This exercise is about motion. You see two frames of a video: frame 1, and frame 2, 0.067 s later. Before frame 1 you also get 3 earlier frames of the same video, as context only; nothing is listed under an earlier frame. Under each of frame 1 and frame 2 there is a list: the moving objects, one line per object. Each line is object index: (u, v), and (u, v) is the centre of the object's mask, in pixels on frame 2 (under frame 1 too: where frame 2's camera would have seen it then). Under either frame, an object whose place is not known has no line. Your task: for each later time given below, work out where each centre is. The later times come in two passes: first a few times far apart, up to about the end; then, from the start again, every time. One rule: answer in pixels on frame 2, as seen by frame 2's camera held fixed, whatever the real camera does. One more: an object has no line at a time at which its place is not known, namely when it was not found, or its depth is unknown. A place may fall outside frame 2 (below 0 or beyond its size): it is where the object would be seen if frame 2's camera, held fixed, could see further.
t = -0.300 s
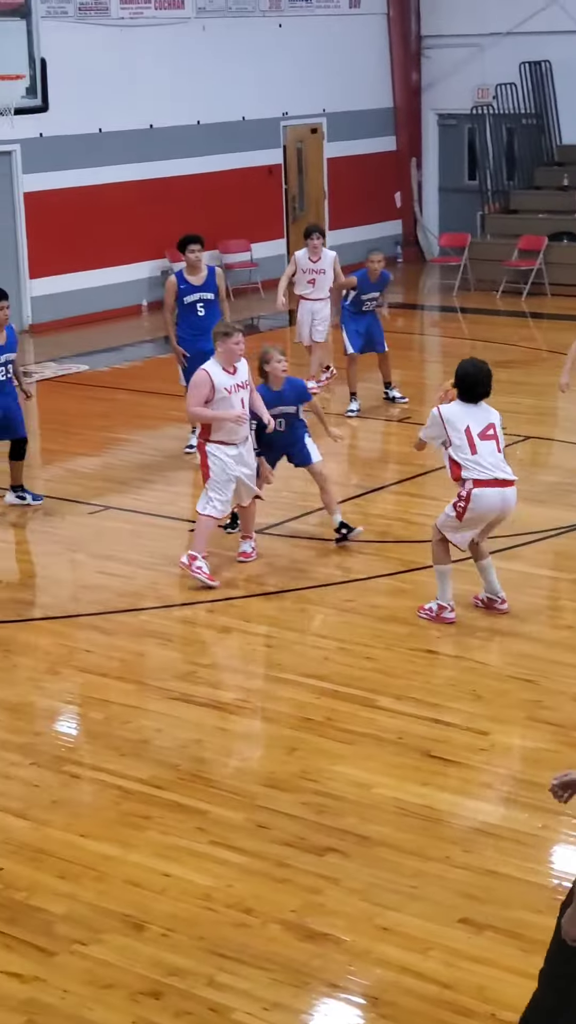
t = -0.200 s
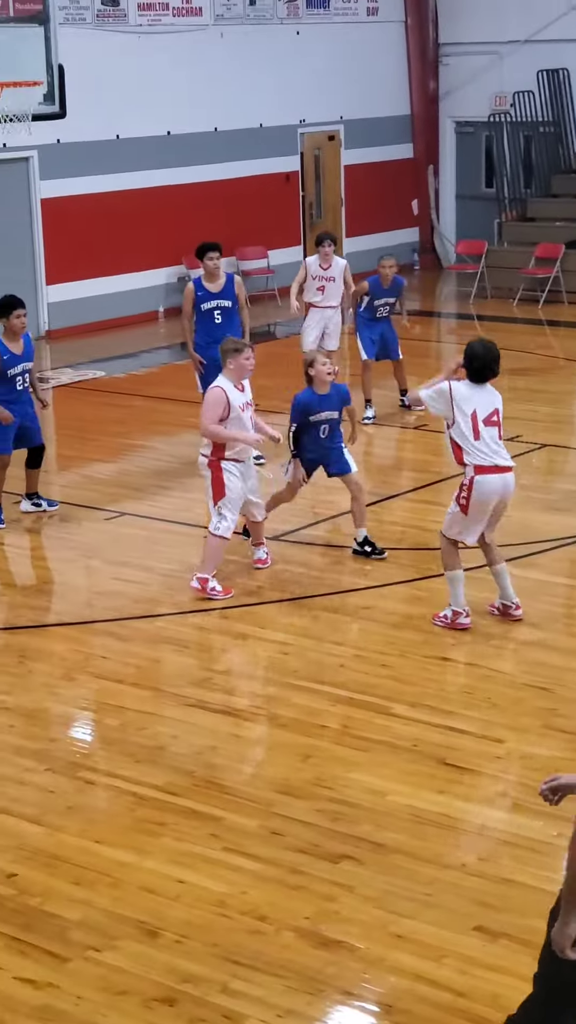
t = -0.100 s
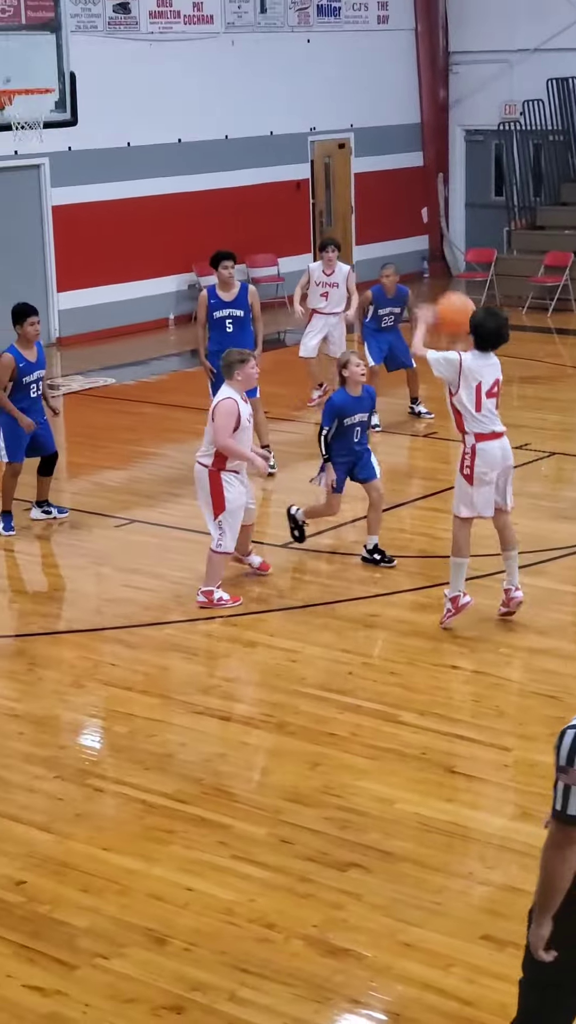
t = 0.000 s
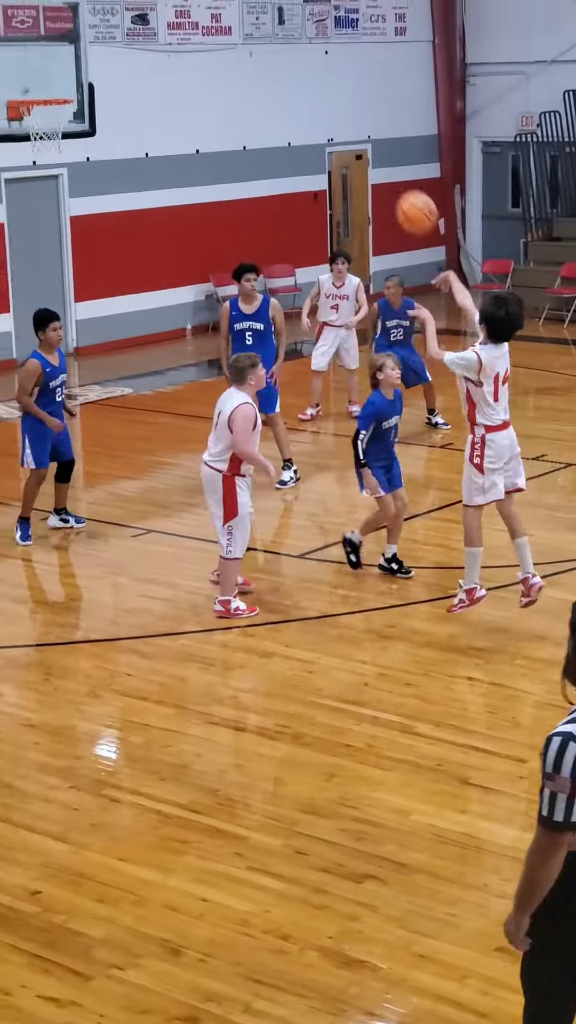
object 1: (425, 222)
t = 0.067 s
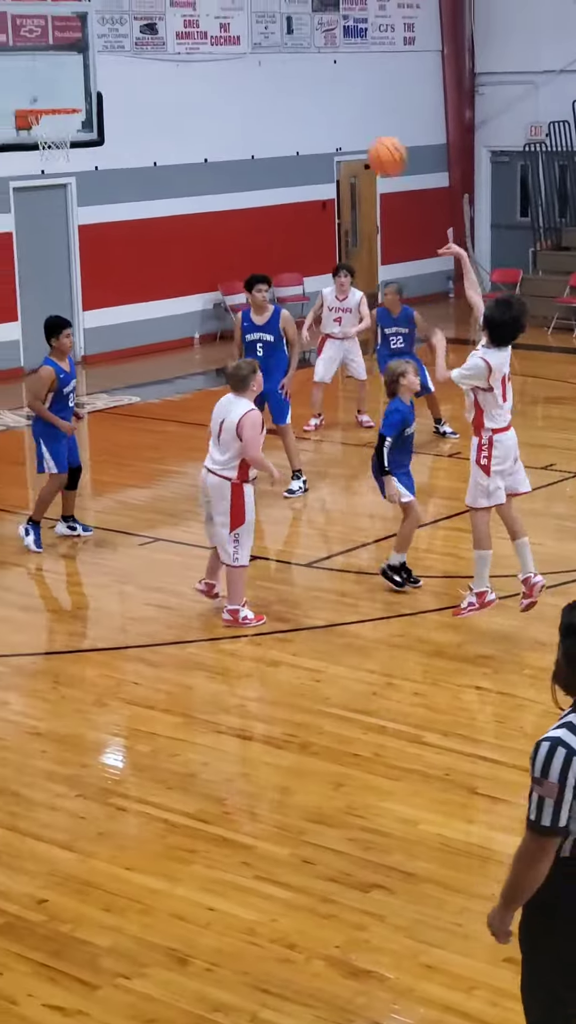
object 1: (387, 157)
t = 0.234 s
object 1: (300, 37)
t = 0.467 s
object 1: (201, -42)
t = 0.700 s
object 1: (116, -35)
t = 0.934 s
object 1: (50, 39)
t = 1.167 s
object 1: (38, 59)
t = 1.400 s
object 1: (76, 42)
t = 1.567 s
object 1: (106, 70)
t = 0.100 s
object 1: (369, 127)
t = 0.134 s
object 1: (350, 101)
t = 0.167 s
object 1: (333, 78)
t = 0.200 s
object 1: (317, 56)
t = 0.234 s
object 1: (300, 37)
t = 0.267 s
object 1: (285, 20)
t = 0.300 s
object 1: (269, 5)
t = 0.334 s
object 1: (255, -8)
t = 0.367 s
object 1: (241, -19)
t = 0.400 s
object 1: (227, -29)
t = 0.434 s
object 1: (213, -37)
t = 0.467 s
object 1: (201, -42)
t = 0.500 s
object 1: (188, -46)
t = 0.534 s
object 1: (175, -48)
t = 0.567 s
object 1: (162, -49)
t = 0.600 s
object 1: (150, -48)
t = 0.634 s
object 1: (139, -45)
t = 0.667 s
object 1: (127, -41)
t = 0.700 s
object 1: (116, -35)
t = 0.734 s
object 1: (105, -28)
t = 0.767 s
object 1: (95, -21)
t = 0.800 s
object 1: (85, -10)
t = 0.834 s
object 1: (76, 0)
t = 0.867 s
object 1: (66, 12)
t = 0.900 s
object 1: (58, 25)
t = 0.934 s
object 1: (50, 39)
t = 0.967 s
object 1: (41, 55)
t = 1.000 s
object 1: (33, 71)
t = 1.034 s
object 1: (25, 88)
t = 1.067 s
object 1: (23, 86)
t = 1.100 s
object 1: (28, 75)
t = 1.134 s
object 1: (32, 67)
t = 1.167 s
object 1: (38, 59)
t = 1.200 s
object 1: (43, 52)
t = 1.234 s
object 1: (48, 47)
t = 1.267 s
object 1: (54, 44)
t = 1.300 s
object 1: (59, 41)
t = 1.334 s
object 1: (64, 40)
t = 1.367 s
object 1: (70, 40)
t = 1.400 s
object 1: (76, 42)
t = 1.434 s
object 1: (81, 44)
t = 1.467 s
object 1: (87, 49)
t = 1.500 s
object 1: (93, 55)
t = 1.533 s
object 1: (100, 62)
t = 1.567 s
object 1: (106, 70)
